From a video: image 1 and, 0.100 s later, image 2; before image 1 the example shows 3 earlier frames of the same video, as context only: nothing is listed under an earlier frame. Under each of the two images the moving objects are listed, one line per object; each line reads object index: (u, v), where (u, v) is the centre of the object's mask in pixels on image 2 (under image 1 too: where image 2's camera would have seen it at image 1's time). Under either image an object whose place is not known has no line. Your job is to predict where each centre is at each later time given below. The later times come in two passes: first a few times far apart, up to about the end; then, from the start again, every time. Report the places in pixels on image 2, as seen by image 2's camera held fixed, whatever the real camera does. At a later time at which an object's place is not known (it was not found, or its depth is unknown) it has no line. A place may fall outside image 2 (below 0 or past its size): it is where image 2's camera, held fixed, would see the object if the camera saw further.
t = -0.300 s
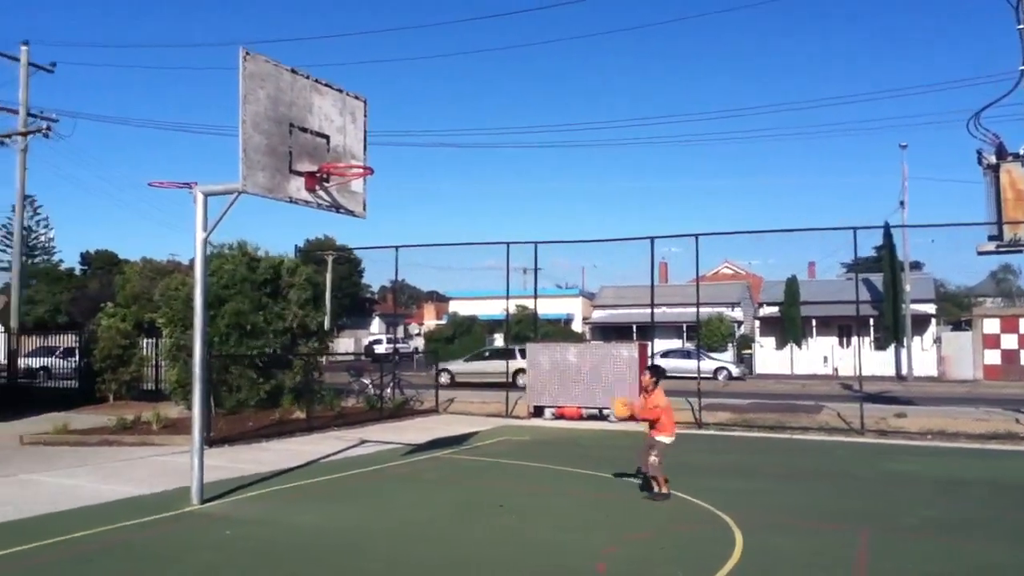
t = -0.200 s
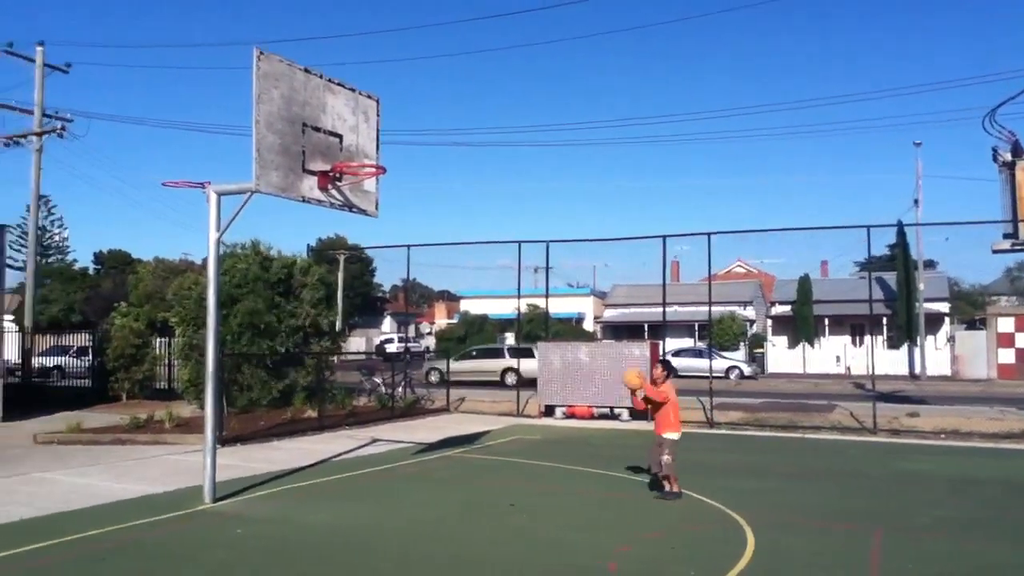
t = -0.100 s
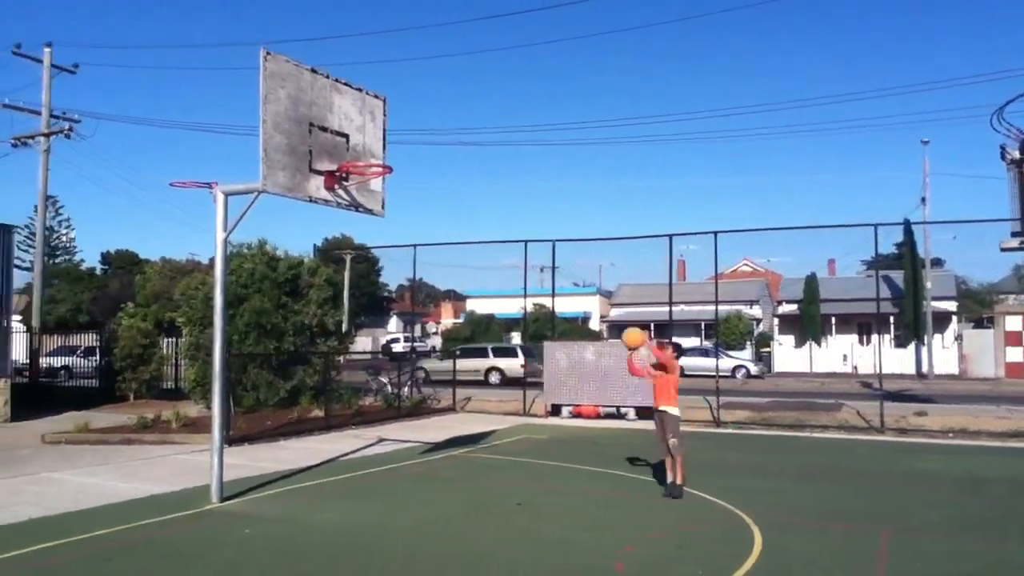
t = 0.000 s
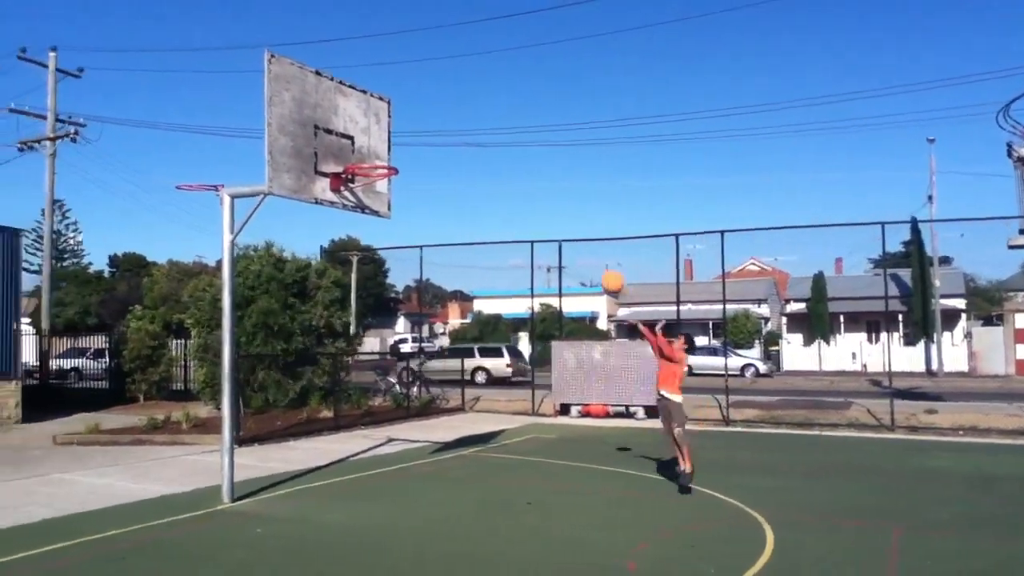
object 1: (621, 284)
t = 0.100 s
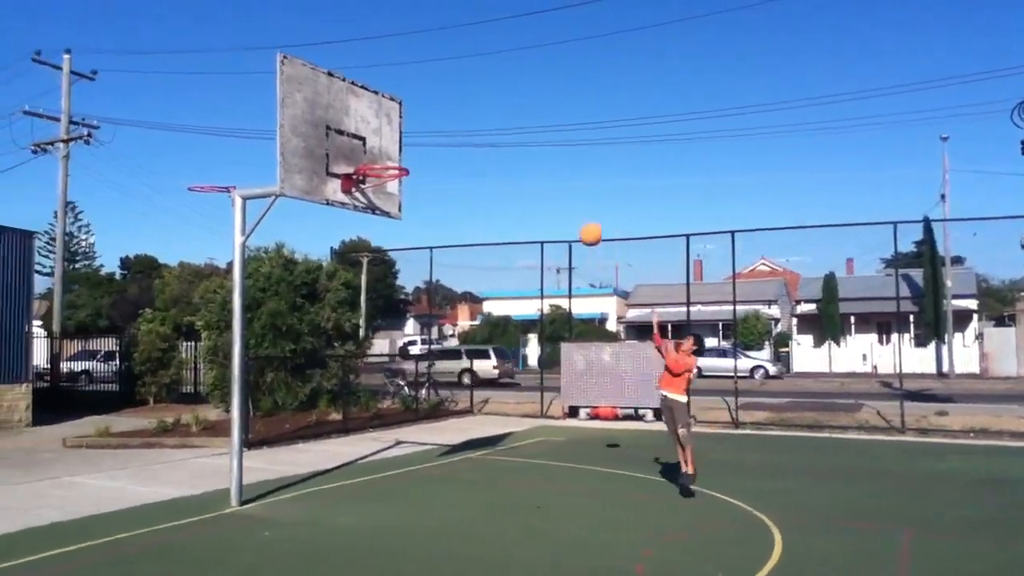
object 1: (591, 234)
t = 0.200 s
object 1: (559, 195)
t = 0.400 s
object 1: (489, 146)
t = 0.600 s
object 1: (417, 134)
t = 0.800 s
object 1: (388, 155)
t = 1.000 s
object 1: (382, 185)
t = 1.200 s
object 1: (351, 238)
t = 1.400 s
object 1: (319, 342)
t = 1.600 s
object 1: (287, 493)
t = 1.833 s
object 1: (260, 392)
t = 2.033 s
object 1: (237, 326)
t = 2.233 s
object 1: (211, 304)
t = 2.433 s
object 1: (188, 324)
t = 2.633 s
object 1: (163, 387)
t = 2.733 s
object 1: (151, 435)
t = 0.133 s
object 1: (579, 220)
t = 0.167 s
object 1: (569, 207)
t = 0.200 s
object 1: (559, 195)
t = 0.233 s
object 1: (546, 184)
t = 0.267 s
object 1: (535, 175)
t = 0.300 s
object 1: (524, 166)
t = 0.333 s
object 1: (510, 158)
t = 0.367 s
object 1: (500, 151)
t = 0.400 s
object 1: (489, 146)
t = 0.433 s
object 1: (477, 140)
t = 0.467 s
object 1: (465, 135)
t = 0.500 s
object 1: (452, 135)
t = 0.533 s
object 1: (440, 134)
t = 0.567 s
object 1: (430, 133)
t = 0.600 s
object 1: (417, 134)
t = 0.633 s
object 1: (404, 136)
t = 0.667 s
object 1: (393, 140)
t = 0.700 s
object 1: (380, 143)
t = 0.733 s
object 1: (382, 146)
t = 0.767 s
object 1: (385, 150)
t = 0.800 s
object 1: (388, 155)
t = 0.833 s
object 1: (389, 160)
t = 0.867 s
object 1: (392, 161)
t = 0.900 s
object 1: (394, 169)
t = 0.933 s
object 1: (391, 175)
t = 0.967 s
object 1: (387, 182)
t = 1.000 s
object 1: (382, 185)
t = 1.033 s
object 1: (376, 191)
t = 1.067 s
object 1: (372, 196)
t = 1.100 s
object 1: (367, 206)
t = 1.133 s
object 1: (362, 216)
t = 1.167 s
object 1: (357, 226)
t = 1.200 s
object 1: (351, 238)
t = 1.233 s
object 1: (347, 252)
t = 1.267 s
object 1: (340, 267)
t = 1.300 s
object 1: (335, 284)
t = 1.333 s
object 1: (330, 302)
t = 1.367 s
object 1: (325, 321)
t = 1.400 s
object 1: (319, 342)
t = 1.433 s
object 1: (314, 363)
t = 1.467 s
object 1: (308, 387)
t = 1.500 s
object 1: (303, 411)
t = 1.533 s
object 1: (298, 437)
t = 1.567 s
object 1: (294, 464)
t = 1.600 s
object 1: (287, 493)
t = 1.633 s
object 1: (282, 503)
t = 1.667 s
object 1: (279, 482)
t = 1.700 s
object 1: (276, 461)
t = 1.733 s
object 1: (272, 442)
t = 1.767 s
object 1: (268, 423)
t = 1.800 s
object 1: (264, 407)
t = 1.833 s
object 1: (260, 392)
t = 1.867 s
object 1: (256, 377)
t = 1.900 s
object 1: (252, 365)
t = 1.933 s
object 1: (249, 352)
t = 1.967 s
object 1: (243, 342)
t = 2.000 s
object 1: (240, 333)
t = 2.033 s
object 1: (237, 326)
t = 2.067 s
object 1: (232, 320)
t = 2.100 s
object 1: (227, 314)
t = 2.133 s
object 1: (223, 310)
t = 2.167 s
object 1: (218, 307)
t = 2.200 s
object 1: (213, 305)
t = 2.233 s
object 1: (211, 304)
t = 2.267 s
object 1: (207, 305)
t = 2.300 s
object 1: (203, 306)
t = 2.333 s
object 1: (197, 309)
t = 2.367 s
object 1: (195, 312)
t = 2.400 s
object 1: (191, 317)
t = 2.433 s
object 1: (188, 324)
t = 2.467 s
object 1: (184, 331)
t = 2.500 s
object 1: (180, 340)
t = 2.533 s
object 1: (175, 350)
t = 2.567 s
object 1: (171, 361)
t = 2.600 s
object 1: (168, 374)
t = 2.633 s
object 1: (163, 387)
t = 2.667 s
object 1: (159, 401)
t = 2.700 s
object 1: (156, 417)
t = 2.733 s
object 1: (151, 435)
